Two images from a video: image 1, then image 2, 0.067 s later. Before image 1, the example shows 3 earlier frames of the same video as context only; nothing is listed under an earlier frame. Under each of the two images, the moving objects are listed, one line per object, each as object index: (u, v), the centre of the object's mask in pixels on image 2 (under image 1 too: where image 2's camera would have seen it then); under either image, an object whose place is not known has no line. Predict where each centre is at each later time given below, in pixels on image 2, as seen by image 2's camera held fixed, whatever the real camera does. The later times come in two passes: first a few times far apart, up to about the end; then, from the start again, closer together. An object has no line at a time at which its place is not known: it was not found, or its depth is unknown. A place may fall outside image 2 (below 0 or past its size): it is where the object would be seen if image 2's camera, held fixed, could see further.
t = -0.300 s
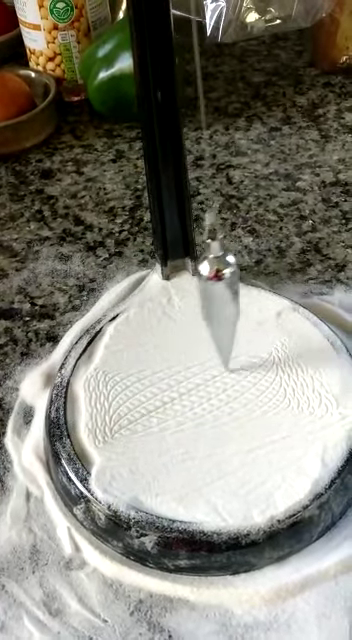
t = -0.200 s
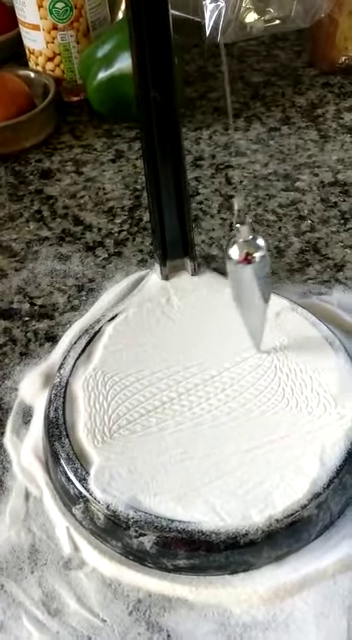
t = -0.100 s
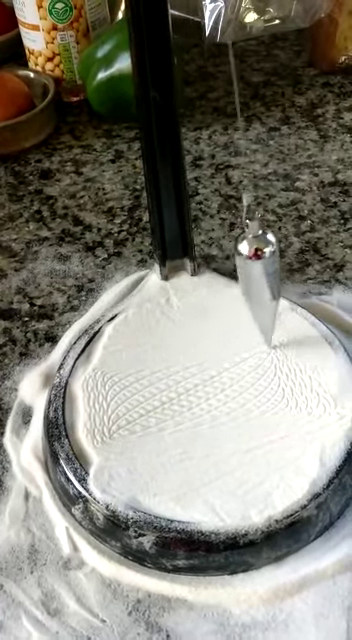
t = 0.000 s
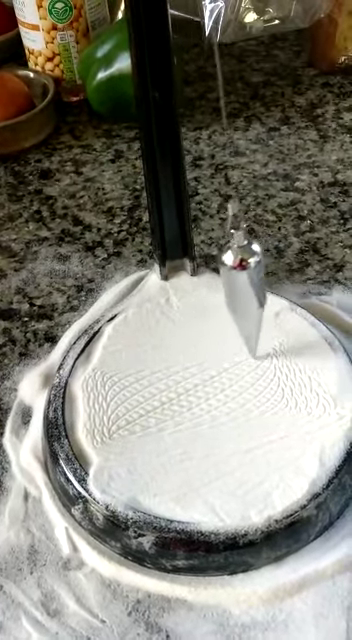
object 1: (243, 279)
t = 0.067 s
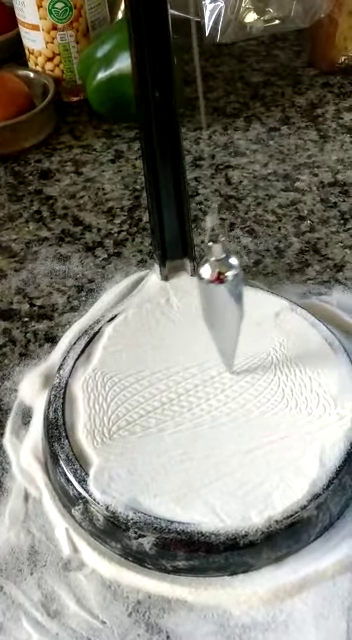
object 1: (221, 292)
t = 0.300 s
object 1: (121, 340)
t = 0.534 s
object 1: (134, 340)
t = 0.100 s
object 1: (206, 300)
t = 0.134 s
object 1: (191, 307)
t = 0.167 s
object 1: (176, 314)
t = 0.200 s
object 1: (160, 323)
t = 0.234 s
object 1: (145, 331)
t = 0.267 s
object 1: (132, 336)
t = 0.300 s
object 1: (121, 340)
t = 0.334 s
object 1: (113, 344)
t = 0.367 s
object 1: (109, 346)
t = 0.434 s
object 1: (110, 347)
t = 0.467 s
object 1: (115, 346)
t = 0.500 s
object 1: (124, 343)
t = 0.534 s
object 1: (134, 340)
